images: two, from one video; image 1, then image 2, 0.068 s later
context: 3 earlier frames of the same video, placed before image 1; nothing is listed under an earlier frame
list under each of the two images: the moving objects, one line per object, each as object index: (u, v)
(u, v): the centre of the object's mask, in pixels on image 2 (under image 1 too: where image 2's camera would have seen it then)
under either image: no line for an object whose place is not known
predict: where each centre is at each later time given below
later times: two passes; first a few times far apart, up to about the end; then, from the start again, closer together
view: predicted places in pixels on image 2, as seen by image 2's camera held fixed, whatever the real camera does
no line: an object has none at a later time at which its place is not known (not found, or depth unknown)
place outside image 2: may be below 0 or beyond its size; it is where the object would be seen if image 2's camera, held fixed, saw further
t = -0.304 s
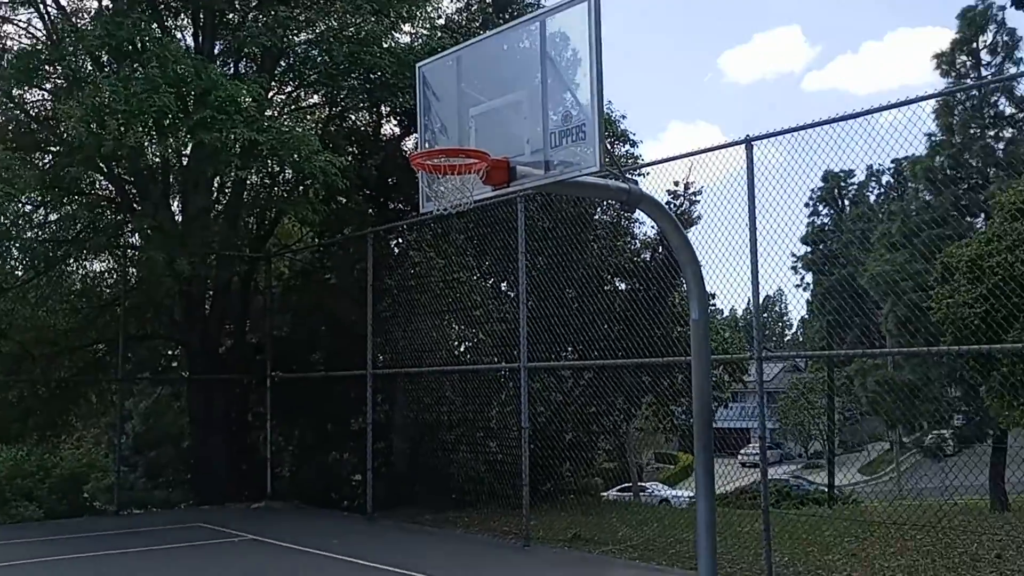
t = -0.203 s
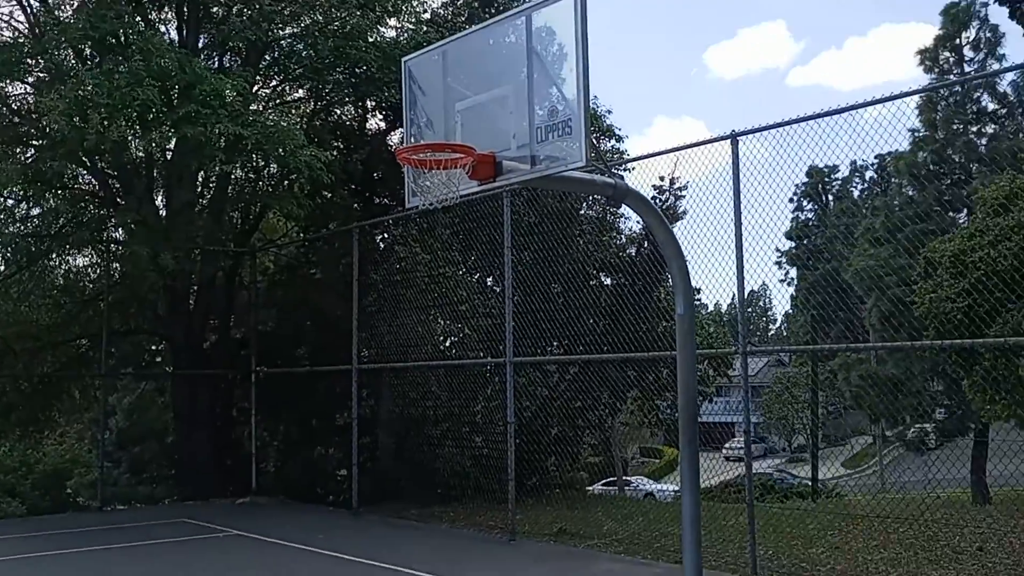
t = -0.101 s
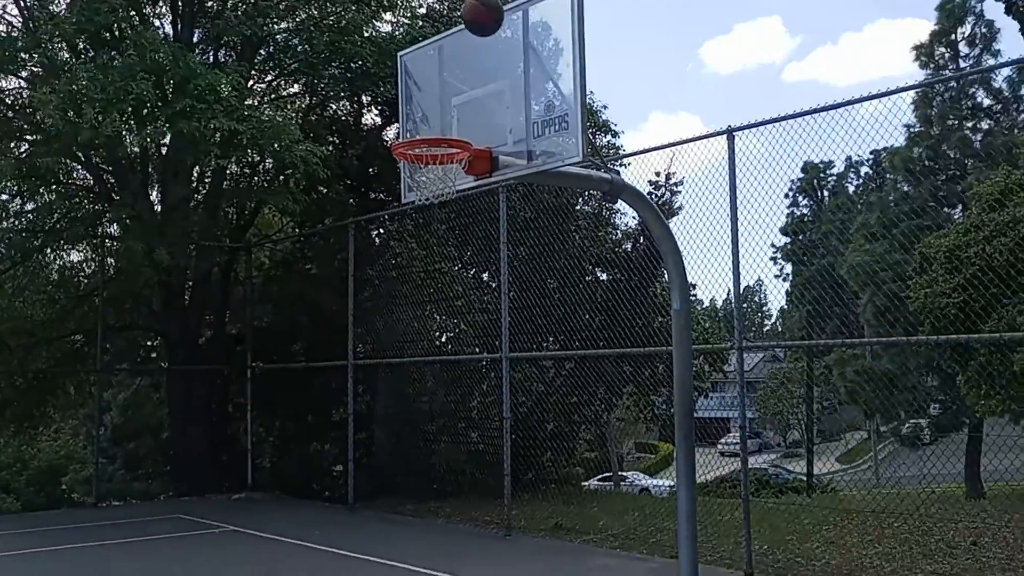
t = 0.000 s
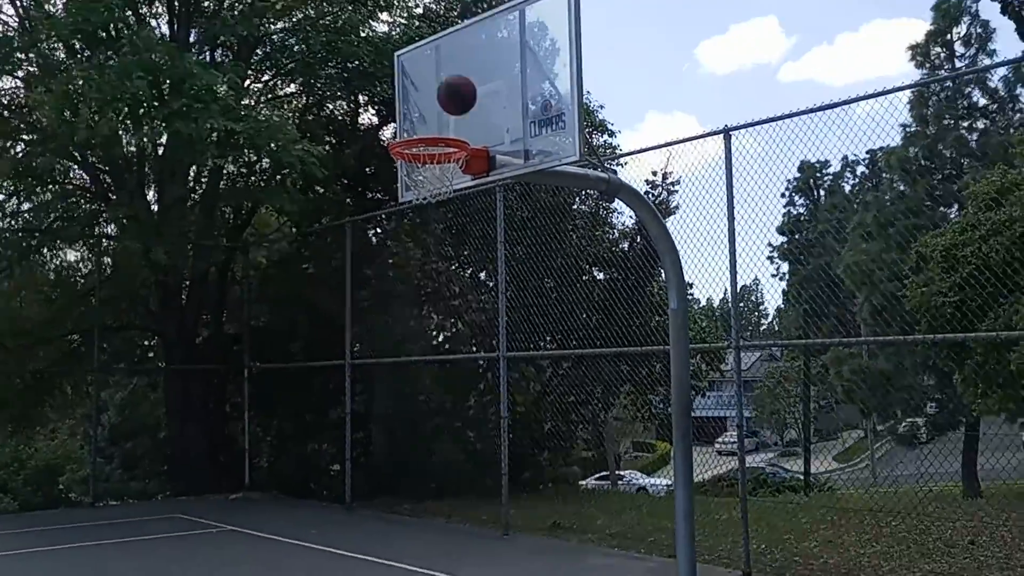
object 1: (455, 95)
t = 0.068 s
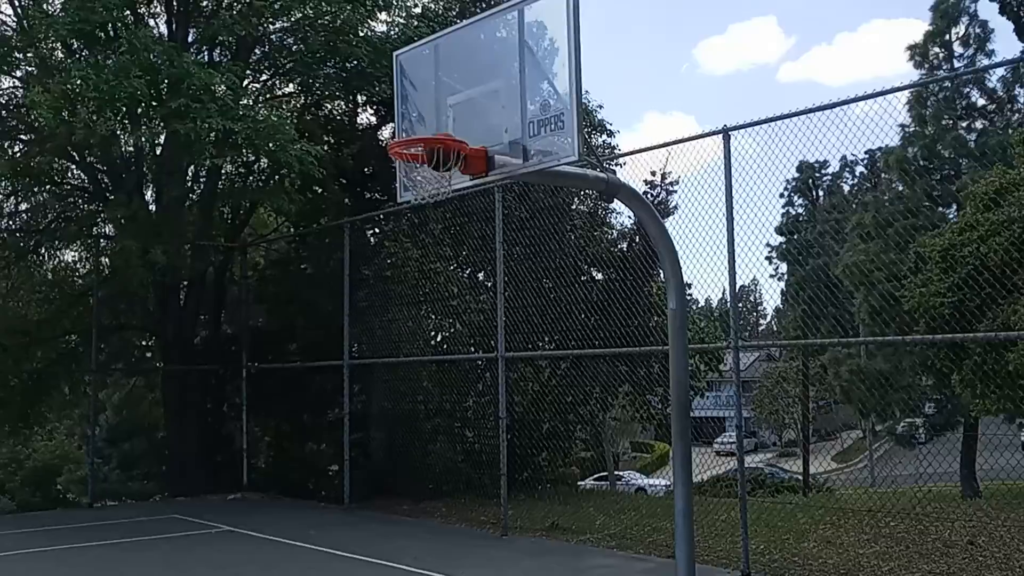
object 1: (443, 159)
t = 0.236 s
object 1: (407, 229)
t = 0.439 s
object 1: (366, 351)
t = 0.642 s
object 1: (323, 547)
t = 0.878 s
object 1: (288, 491)
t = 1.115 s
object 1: (255, 353)
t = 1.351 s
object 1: (219, 303)
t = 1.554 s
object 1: (182, 338)
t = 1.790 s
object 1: (138, 498)
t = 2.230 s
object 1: (56, 503)
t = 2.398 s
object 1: (29, 421)
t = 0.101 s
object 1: (435, 179)
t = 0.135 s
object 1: (429, 191)
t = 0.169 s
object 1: (422, 203)
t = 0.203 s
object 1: (414, 215)
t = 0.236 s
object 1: (407, 229)
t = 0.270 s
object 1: (400, 245)
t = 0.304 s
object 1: (393, 263)
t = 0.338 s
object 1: (385, 282)
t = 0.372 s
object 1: (379, 304)
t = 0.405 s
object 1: (371, 328)
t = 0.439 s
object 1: (366, 351)
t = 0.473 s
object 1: (357, 381)
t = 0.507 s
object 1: (351, 411)
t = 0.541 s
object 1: (343, 441)
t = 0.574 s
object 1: (336, 475)
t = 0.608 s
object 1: (329, 510)
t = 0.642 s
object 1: (323, 547)
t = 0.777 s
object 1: (301, 569)
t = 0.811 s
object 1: (296, 546)
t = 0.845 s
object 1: (291, 518)
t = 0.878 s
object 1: (288, 491)
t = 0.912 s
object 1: (283, 467)
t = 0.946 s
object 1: (278, 443)
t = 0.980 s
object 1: (274, 423)
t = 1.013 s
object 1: (270, 402)
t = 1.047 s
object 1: (265, 385)
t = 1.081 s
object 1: (260, 368)
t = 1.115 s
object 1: (255, 353)
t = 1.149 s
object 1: (250, 341)
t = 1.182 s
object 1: (245, 329)
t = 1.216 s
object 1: (240, 320)
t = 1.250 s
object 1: (235, 313)
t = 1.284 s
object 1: (229, 308)
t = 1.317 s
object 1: (224, 304)
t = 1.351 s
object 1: (219, 303)
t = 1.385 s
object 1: (213, 303)
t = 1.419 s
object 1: (207, 306)
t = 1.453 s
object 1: (201, 310)
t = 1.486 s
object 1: (195, 317)
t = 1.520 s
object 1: (189, 326)
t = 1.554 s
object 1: (182, 338)
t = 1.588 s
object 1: (176, 352)
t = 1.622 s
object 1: (170, 368)
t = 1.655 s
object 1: (163, 388)
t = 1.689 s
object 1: (157, 410)
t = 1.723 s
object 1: (150, 435)
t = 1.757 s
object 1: (144, 465)
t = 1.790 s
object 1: (138, 498)
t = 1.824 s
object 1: (134, 534)
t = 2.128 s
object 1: (77, 584)
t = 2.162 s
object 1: (66, 554)
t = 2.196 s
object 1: (62, 527)
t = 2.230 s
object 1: (56, 503)
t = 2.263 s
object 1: (51, 482)
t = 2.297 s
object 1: (46, 463)
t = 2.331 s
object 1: (41, 445)
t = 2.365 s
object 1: (34, 432)
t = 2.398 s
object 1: (29, 421)
